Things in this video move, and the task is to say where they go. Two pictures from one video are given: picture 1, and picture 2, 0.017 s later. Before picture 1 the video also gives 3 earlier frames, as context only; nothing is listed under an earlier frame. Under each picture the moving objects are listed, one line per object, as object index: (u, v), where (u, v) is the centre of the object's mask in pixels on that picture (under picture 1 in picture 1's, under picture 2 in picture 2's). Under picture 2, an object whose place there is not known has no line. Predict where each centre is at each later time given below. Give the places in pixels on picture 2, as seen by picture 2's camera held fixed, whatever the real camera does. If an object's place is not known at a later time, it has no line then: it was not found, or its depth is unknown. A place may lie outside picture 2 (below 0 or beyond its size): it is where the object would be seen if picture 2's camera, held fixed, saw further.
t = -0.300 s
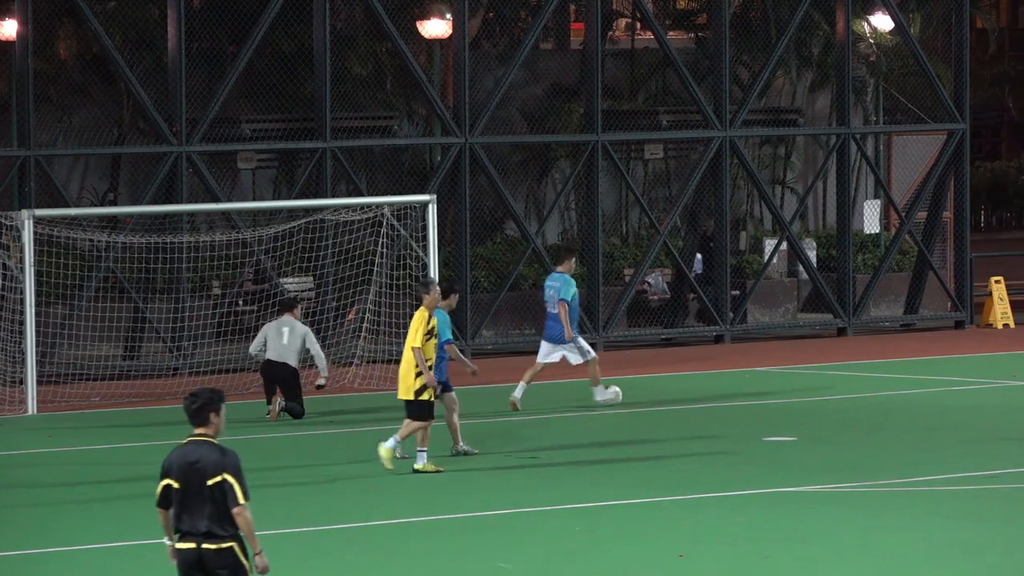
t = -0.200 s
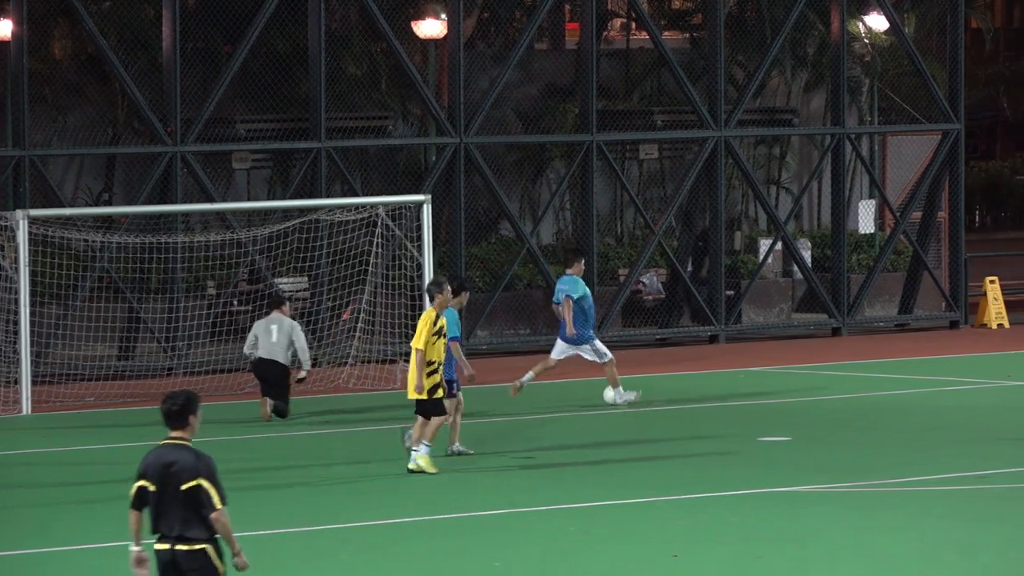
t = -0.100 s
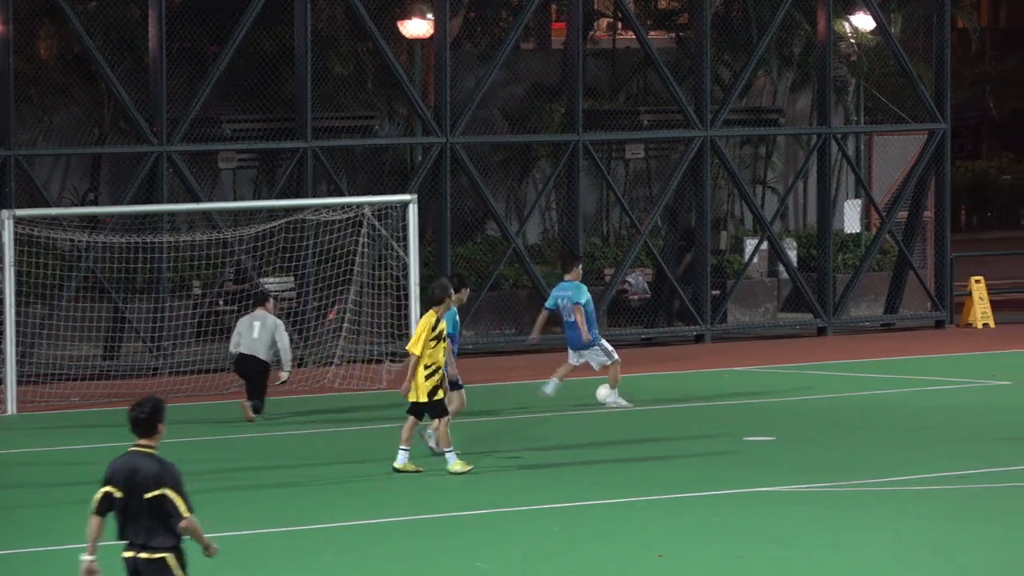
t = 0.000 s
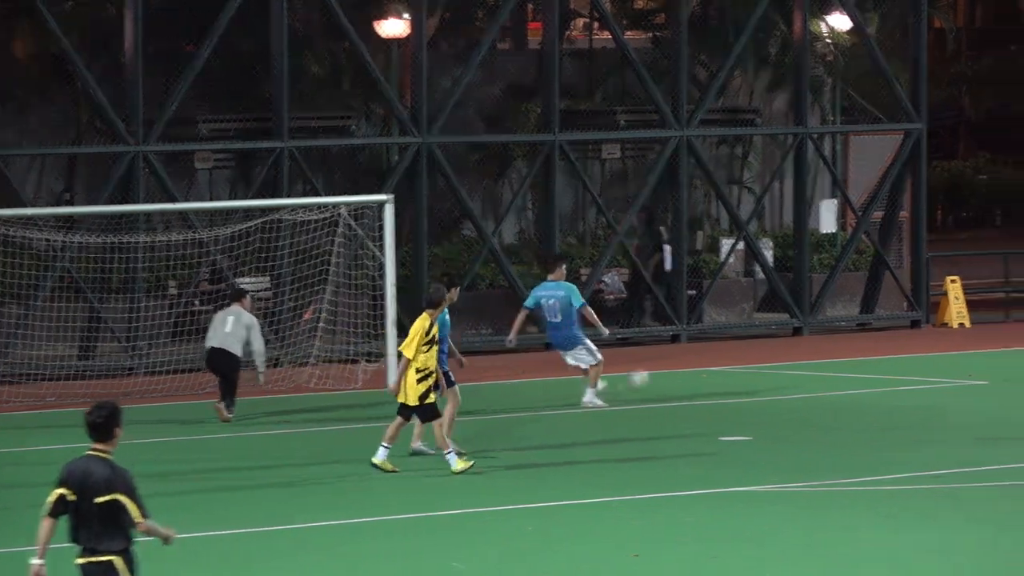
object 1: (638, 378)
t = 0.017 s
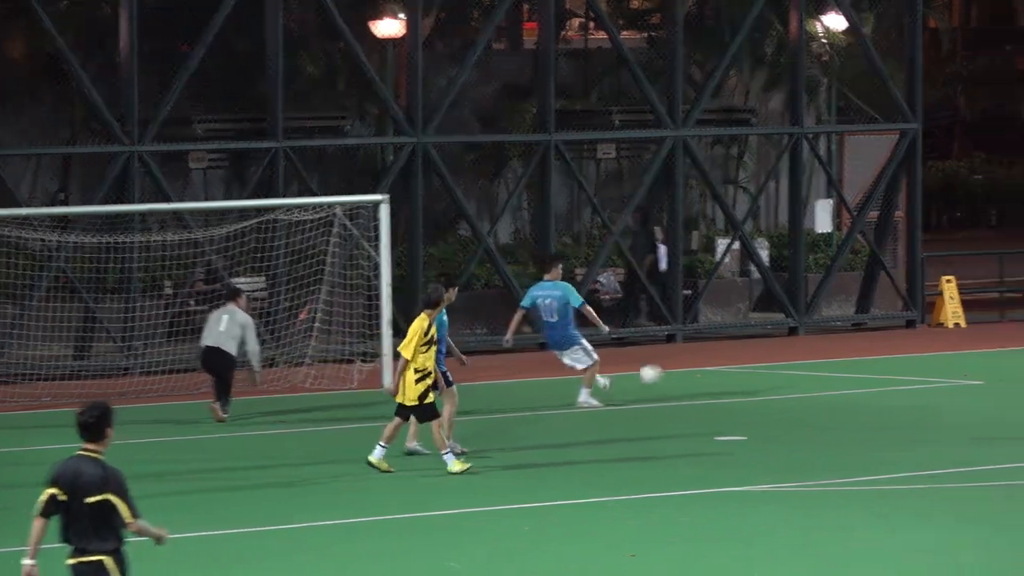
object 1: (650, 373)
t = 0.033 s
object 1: (667, 370)
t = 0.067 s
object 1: (704, 362)
